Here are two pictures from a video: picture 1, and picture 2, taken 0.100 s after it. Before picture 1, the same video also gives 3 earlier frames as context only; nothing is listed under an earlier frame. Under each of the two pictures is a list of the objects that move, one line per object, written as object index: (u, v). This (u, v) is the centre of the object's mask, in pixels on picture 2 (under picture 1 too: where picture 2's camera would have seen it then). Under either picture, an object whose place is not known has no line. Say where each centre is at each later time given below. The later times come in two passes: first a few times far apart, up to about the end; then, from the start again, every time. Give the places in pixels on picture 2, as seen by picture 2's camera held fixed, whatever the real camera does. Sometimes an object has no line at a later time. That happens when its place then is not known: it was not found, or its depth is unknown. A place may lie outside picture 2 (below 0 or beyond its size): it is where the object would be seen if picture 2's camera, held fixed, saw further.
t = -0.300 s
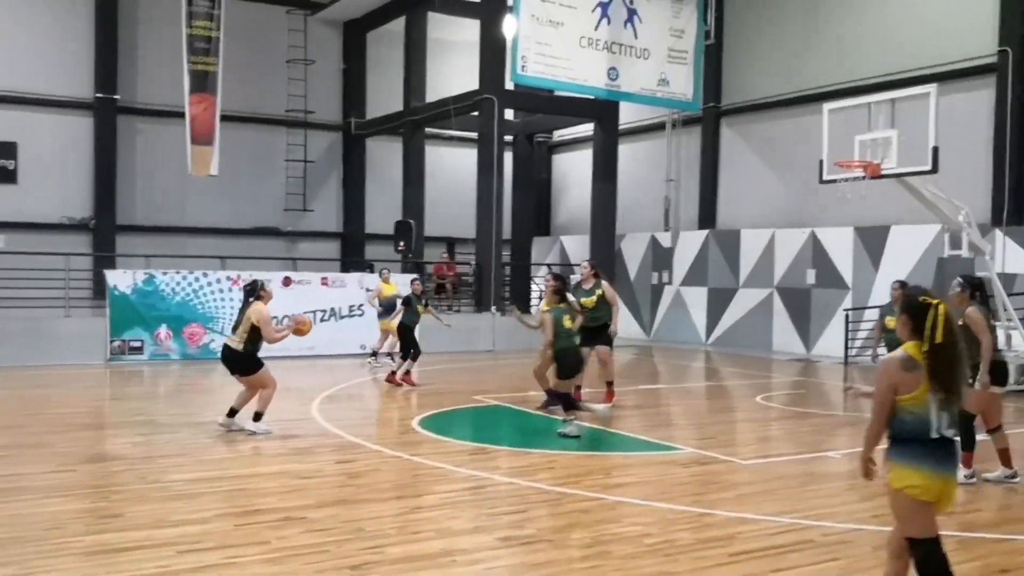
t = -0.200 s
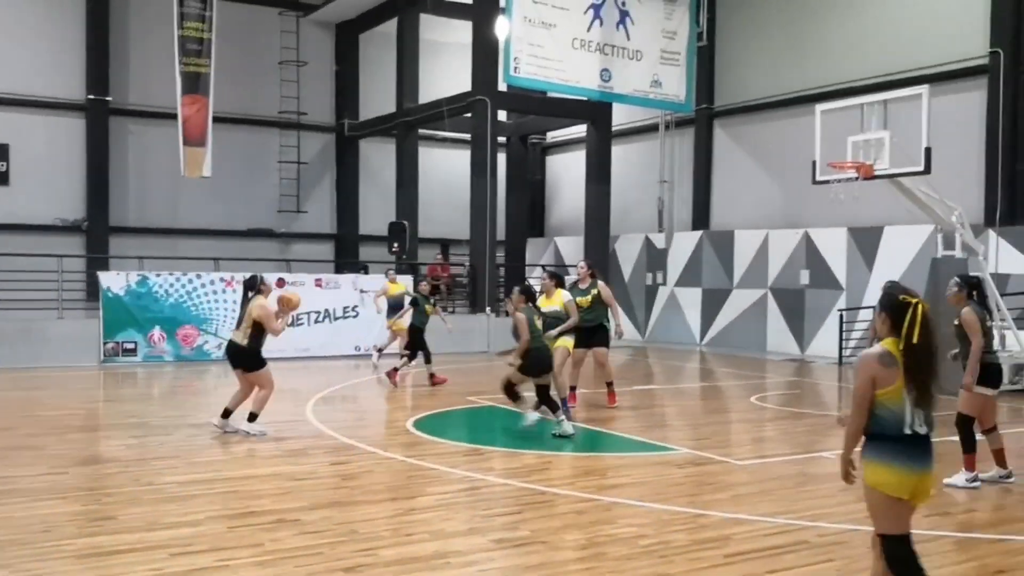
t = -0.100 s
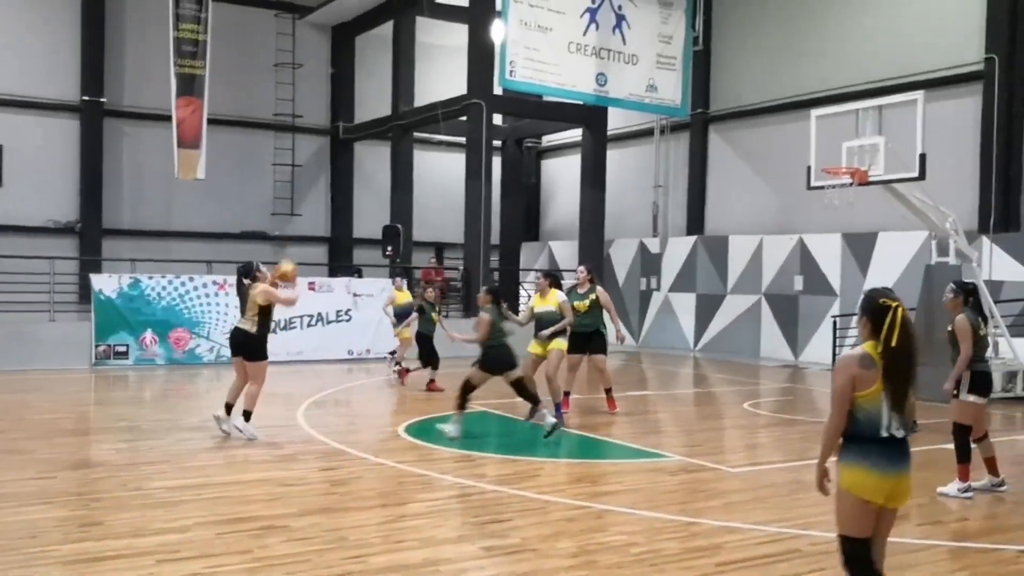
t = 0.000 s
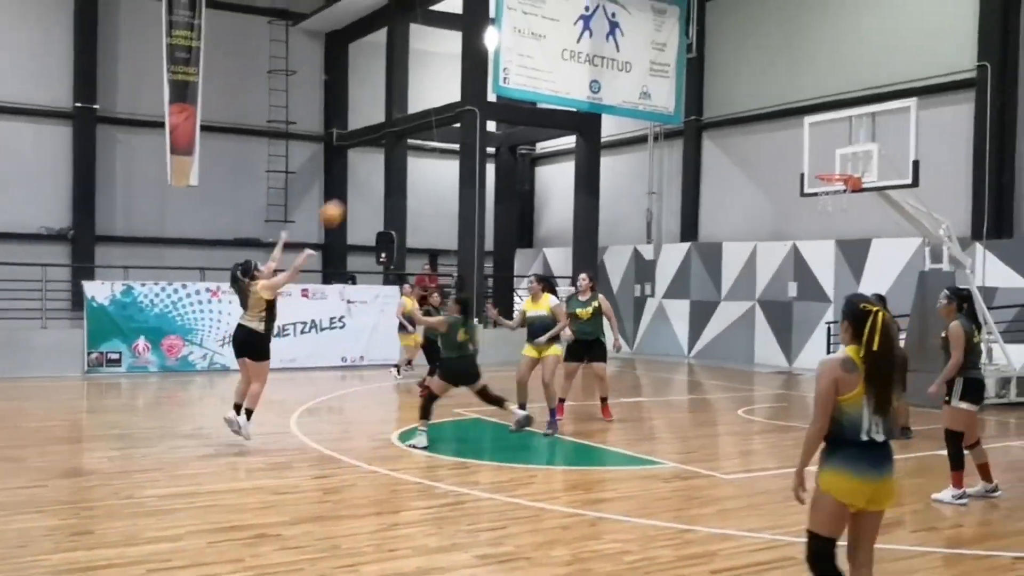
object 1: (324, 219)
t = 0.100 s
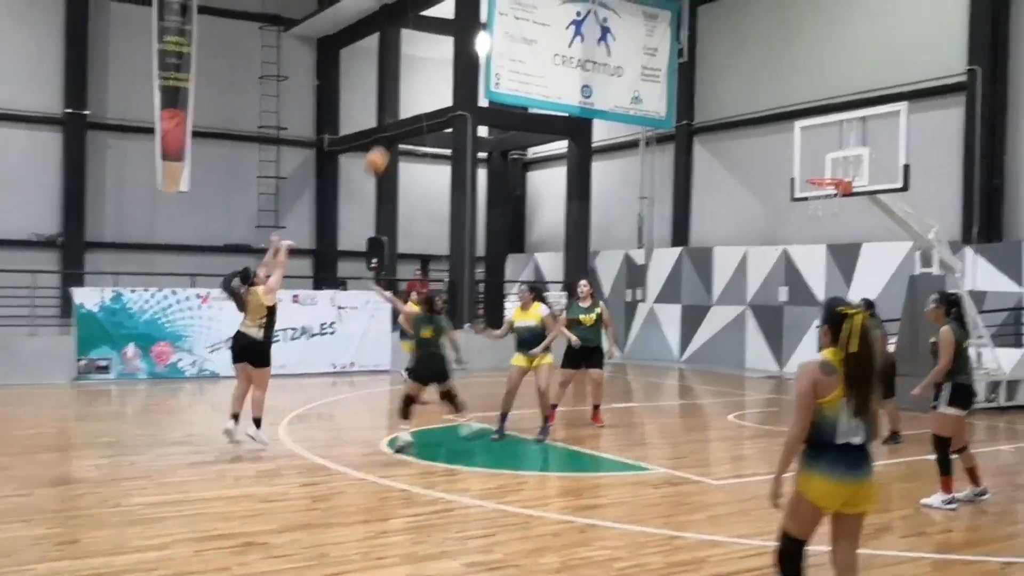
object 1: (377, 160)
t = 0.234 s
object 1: (446, 101)
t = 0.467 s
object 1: (556, 38)
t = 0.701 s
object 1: (655, 29)
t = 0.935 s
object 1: (742, 69)
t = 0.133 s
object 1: (394, 143)
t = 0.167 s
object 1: (412, 128)
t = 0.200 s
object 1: (428, 115)
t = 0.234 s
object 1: (446, 101)
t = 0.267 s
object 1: (462, 87)
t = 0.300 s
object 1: (477, 76)
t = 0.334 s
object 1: (494, 66)
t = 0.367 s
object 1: (510, 58)
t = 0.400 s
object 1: (526, 49)
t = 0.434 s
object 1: (540, 43)
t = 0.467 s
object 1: (556, 38)
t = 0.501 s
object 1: (571, 34)
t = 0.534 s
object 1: (585, 30)
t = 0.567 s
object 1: (600, 28)
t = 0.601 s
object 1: (613, 27)
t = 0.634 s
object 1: (627, 27)
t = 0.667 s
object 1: (642, 28)
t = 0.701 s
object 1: (655, 29)
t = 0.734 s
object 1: (668, 32)
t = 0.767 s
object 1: (682, 36)
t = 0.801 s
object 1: (695, 39)
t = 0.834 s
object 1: (706, 45)
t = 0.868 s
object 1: (718, 51)
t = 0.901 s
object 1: (733, 59)
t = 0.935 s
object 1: (742, 69)
